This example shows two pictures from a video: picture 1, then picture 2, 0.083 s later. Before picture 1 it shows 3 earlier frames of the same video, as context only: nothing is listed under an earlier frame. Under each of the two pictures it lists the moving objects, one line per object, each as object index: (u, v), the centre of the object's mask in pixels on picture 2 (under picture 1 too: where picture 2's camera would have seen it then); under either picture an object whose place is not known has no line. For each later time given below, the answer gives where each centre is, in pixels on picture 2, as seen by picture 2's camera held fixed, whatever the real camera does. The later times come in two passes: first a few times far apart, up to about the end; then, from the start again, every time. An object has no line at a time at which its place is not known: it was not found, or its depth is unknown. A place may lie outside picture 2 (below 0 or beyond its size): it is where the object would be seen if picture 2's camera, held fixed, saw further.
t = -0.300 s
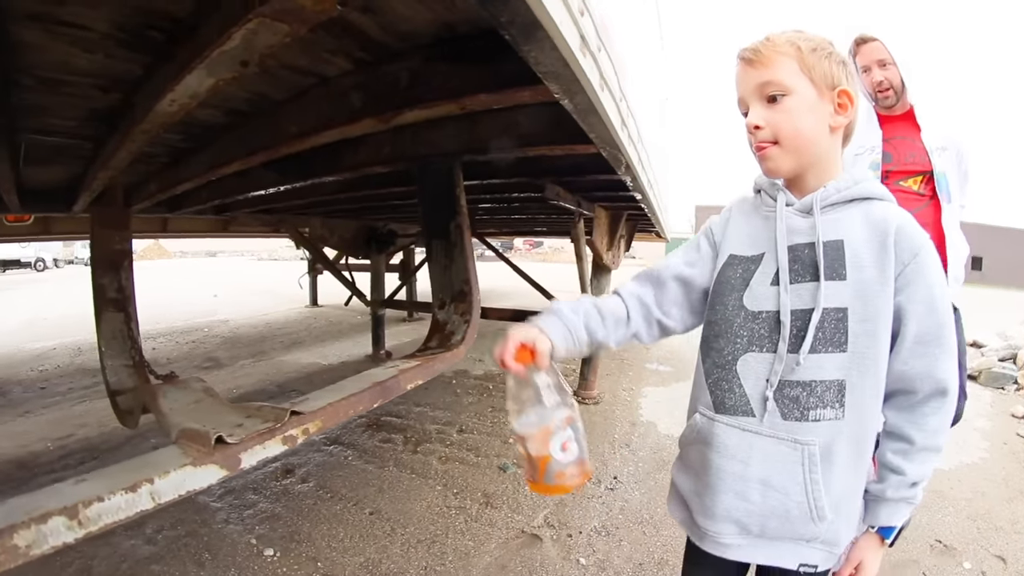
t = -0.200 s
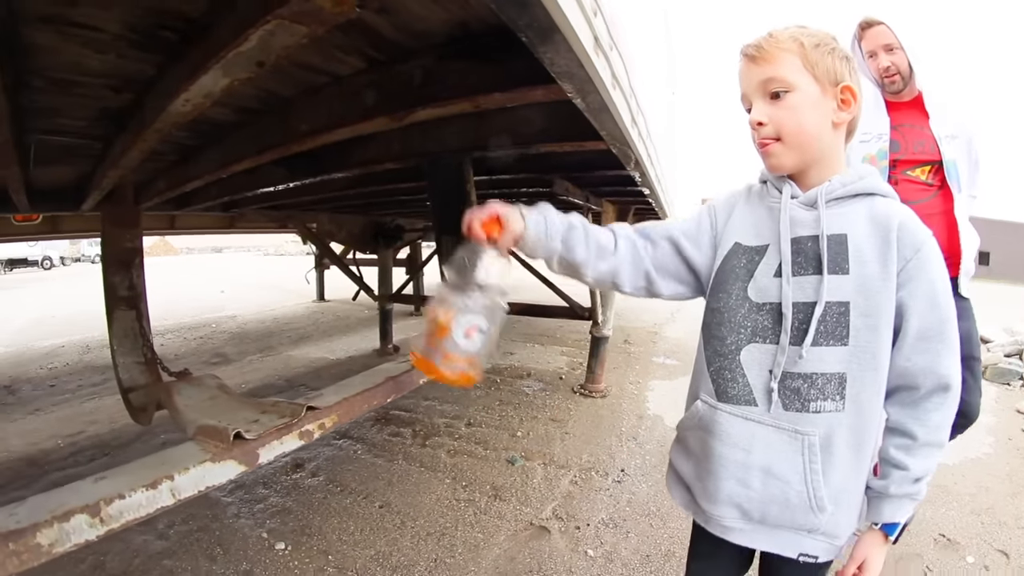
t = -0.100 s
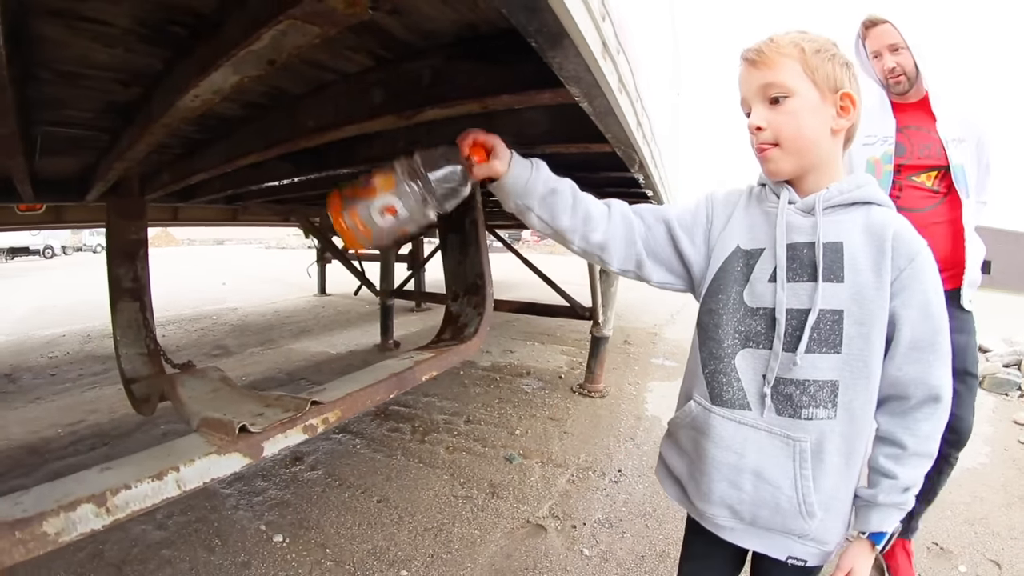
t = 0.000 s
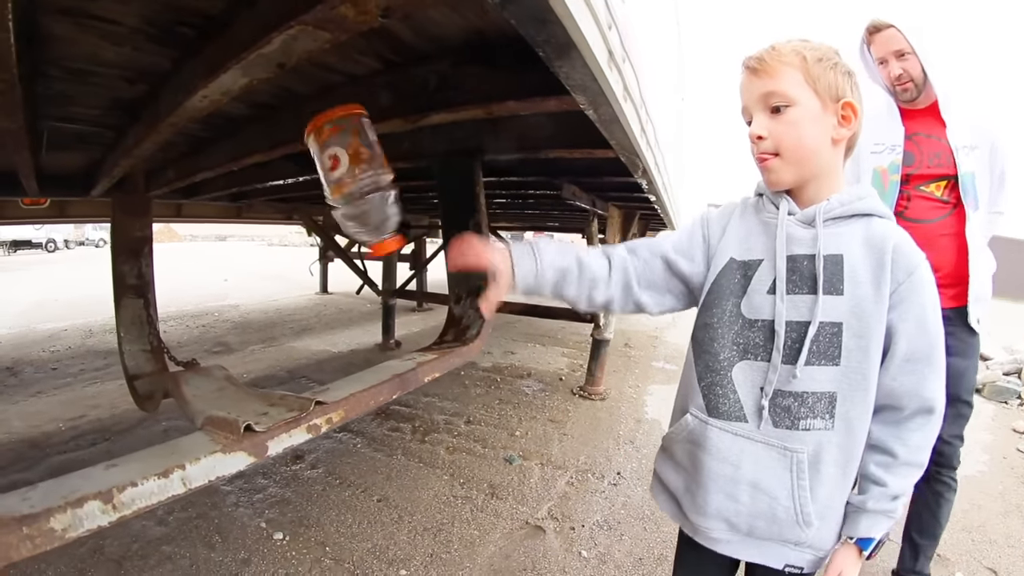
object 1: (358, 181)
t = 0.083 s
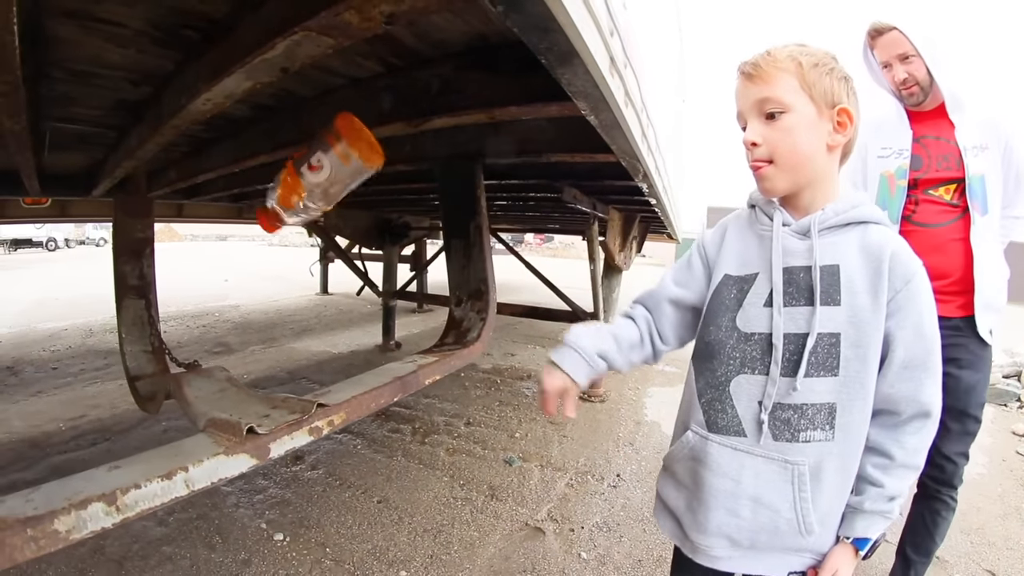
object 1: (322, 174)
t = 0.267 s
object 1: (284, 337)
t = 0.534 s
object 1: (266, 370)
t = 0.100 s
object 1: (320, 177)
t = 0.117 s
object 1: (317, 184)
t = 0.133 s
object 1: (314, 193)
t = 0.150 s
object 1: (309, 204)
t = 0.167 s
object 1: (305, 217)
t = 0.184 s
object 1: (301, 233)
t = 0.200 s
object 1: (296, 250)
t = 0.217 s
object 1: (291, 273)
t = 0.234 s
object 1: (287, 294)
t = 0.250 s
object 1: (285, 316)
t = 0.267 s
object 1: (284, 337)
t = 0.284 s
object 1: (279, 334)
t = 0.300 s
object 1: (275, 337)
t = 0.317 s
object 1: (271, 338)
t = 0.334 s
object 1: (267, 340)
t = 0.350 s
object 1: (264, 343)
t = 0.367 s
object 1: (261, 348)
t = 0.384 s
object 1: (259, 353)
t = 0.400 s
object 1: (257, 359)
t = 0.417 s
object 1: (255, 366)
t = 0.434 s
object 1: (255, 367)
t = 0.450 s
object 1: (257, 366)
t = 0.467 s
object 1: (260, 366)
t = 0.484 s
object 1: (262, 366)
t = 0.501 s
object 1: (263, 366)
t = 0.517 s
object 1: (265, 368)
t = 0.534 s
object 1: (266, 370)
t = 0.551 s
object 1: (267, 371)
